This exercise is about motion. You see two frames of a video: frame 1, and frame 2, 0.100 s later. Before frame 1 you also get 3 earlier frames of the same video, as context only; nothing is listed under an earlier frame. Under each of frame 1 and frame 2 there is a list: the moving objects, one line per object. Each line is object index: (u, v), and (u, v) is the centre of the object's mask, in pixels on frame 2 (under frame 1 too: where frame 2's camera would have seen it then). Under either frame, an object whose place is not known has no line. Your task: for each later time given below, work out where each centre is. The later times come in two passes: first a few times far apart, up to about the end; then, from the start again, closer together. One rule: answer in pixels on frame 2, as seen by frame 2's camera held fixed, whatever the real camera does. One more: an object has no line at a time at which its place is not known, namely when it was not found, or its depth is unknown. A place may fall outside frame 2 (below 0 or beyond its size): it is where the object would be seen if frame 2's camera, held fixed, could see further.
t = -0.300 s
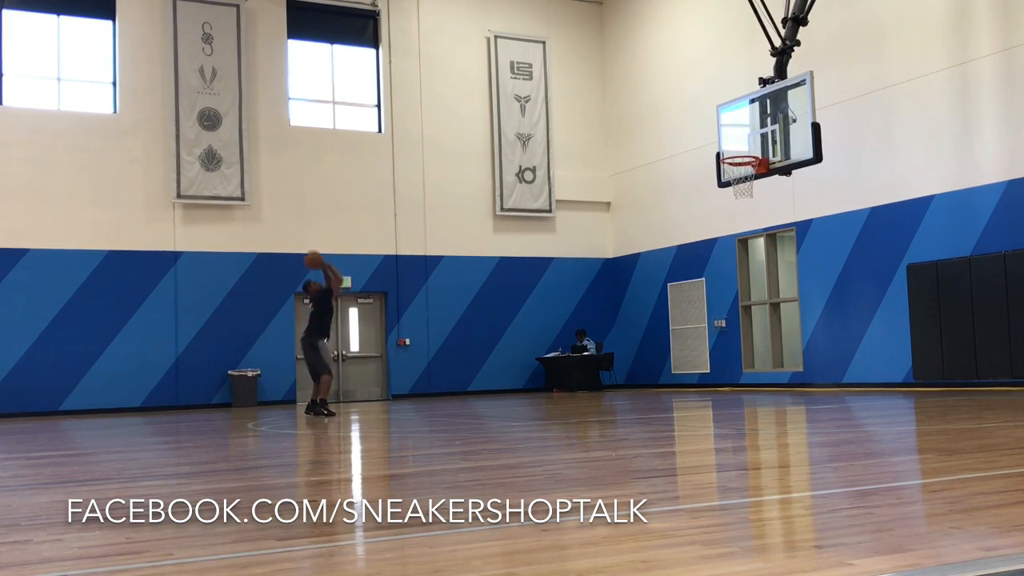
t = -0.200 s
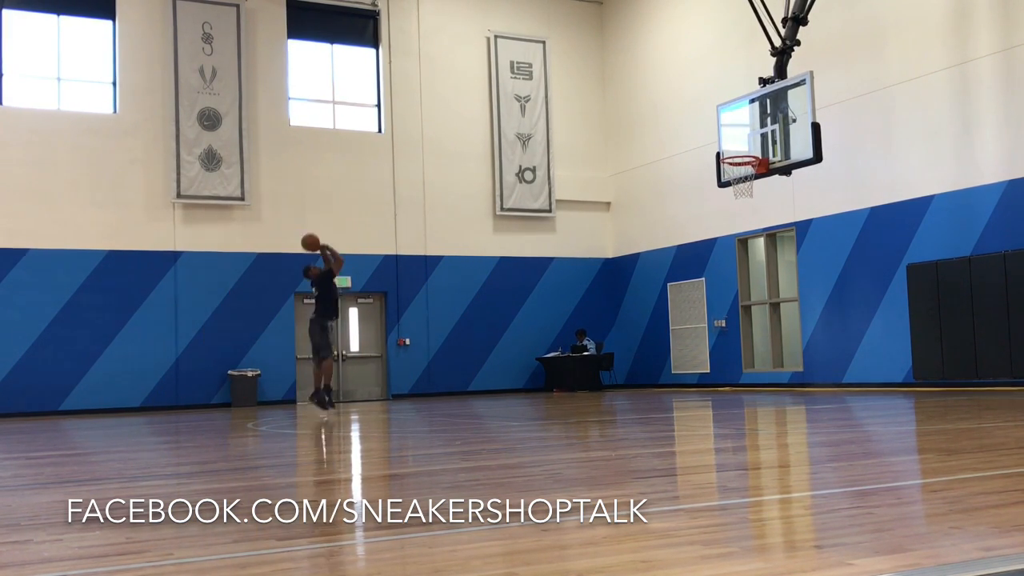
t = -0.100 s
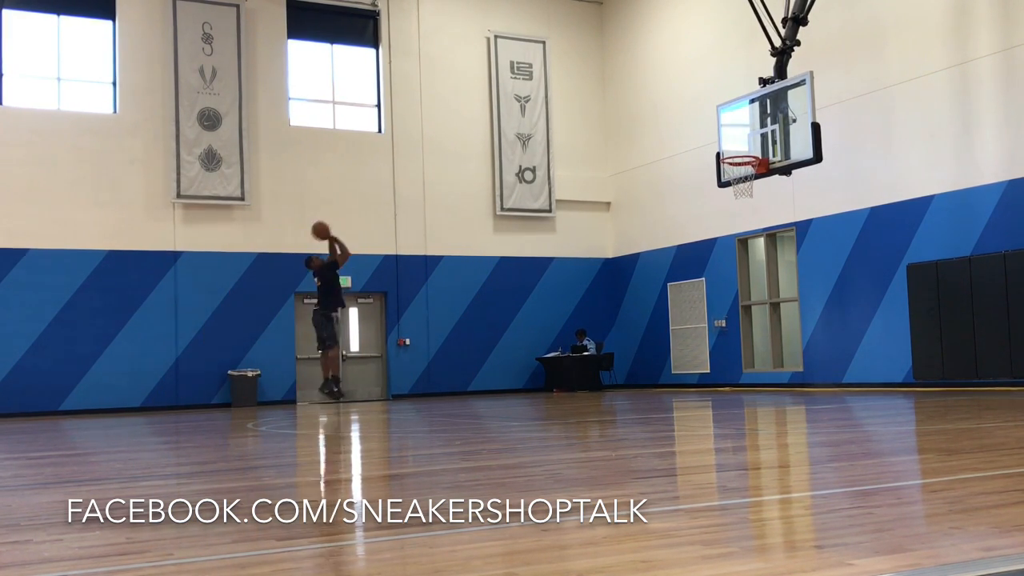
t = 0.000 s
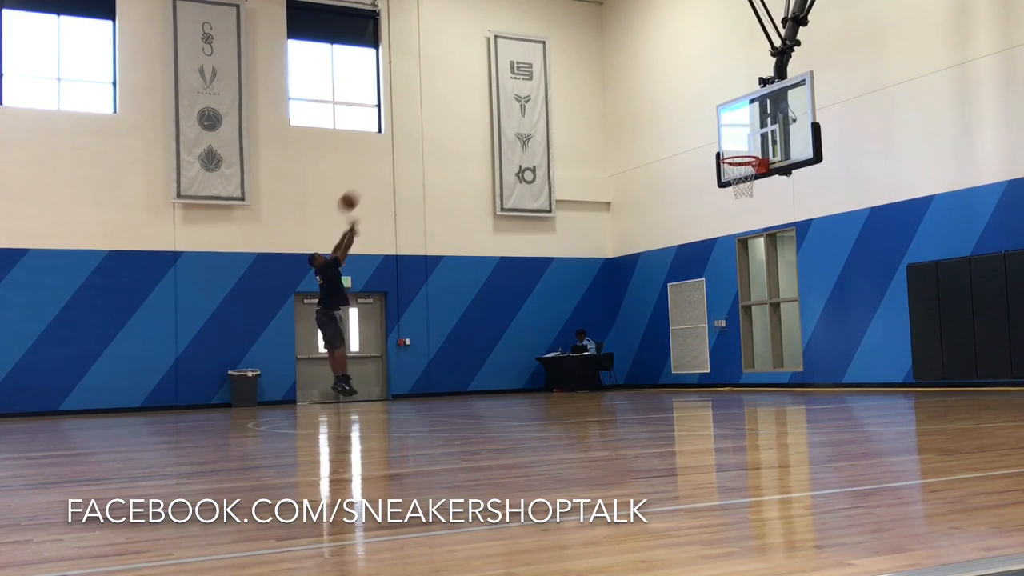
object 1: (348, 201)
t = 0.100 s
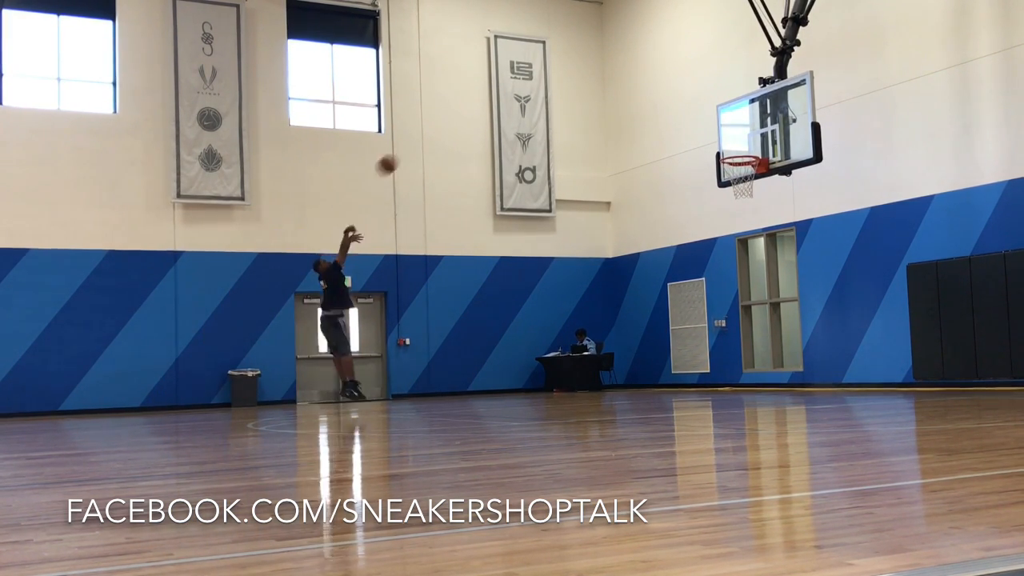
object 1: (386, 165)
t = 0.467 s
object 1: (529, 94)
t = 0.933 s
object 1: (715, 145)
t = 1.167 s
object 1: (753, 210)
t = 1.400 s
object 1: (760, 313)
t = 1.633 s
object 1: (754, 352)
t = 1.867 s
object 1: (726, 282)
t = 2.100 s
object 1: (701, 255)
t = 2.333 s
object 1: (676, 275)
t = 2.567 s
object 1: (654, 346)
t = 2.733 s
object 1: (637, 384)
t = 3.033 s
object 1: (605, 317)
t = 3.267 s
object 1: (581, 322)
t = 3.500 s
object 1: (558, 379)
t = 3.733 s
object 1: (533, 368)
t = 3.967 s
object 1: (506, 352)
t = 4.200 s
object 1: (481, 394)
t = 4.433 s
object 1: (455, 380)
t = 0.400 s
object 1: (503, 99)
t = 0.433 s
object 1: (515, 96)
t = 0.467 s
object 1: (529, 94)
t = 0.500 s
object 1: (542, 92)
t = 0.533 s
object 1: (556, 92)
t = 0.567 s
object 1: (569, 92)
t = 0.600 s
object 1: (582, 92)
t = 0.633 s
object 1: (595, 94)
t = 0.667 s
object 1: (608, 97)
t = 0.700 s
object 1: (622, 100)
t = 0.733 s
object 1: (635, 104)
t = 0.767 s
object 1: (649, 109)
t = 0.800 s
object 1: (663, 115)
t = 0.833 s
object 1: (676, 121)
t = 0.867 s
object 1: (690, 128)
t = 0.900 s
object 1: (704, 137)
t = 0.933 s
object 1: (715, 145)
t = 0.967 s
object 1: (730, 153)
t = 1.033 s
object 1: (749, 171)
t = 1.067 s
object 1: (751, 181)
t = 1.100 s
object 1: (751, 189)
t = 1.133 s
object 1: (752, 199)
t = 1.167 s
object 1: (753, 210)
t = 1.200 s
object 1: (753, 221)
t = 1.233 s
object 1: (754, 234)
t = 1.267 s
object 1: (755, 248)
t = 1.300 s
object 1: (757, 264)
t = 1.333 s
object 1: (758, 278)
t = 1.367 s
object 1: (759, 296)
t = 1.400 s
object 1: (760, 313)
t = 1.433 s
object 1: (761, 333)
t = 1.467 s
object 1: (763, 352)
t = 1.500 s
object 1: (765, 374)
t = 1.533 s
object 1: (766, 393)
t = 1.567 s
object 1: (763, 382)
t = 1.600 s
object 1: (758, 366)
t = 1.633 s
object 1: (754, 352)
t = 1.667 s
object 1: (750, 341)
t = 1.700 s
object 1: (746, 329)
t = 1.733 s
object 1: (742, 316)
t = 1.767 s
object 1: (738, 307)
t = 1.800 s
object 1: (733, 297)
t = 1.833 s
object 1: (730, 290)
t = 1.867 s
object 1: (726, 282)
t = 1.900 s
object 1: (723, 275)
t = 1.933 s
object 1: (719, 270)
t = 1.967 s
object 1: (715, 265)
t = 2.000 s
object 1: (712, 261)
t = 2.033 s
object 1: (708, 258)
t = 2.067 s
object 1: (705, 256)
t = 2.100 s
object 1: (701, 255)
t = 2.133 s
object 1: (697, 255)
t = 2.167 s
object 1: (693, 256)
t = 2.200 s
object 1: (690, 258)
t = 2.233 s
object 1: (687, 261)
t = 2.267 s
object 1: (683, 264)
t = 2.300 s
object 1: (680, 269)
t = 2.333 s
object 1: (676, 275)
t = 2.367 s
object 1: (673, 282)
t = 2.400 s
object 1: (669, 290)
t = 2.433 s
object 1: (667, 299)
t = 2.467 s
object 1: (663, 310)
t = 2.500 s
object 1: (660, 320)
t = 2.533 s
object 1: (657, 333)
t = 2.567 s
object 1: (654, 346)
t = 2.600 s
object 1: (651, 360)
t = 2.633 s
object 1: (648, 375)
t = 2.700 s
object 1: (642, 398)
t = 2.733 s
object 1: (637, 384)
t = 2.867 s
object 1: (624, 345)
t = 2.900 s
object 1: (620, 338)
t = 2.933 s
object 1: (616, 331)
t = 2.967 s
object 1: (612, 325)
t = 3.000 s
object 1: (608, 321)
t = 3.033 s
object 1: (605, 317)
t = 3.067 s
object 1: (601, 315)
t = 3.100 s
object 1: (598, 314)
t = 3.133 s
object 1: (594, 313)
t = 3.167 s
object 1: (591, 314)
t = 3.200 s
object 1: (588, 316)
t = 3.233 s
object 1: (584, 319)
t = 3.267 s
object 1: (581, 322)
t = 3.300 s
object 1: (578, 327)
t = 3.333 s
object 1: (574, 333)
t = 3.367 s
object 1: (572, 340)
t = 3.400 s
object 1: (567, 349)
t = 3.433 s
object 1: (564, 359)
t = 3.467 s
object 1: (561, 370)
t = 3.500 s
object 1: (558, 379)
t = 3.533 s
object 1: (555, 392)
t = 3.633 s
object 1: (544, 389)
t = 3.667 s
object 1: (540, 381)
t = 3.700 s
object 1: (537, 374)
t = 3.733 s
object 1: (533, 368)
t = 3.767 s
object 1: (529, 362)
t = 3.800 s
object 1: (526, 357)
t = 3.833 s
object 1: (521, 354)
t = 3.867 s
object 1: (517, 352)
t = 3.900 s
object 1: (514, 351)
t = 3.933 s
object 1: (510, 351)
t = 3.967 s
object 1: (506, 352)
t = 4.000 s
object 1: (503, 354)
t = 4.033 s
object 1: (499, 358)
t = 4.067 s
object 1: (495, 363)
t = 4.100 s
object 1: (492, 369)
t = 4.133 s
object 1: (488, 376)
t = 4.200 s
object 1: (481, 394)
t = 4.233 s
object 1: (478, 406)
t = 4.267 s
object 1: (474, 413)
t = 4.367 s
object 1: (462, 389)
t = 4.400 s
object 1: (459, 384)
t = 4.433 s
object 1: (455, 380)
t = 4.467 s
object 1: (451, 377)
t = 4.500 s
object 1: (447, 375)
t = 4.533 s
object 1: (443, 375)
